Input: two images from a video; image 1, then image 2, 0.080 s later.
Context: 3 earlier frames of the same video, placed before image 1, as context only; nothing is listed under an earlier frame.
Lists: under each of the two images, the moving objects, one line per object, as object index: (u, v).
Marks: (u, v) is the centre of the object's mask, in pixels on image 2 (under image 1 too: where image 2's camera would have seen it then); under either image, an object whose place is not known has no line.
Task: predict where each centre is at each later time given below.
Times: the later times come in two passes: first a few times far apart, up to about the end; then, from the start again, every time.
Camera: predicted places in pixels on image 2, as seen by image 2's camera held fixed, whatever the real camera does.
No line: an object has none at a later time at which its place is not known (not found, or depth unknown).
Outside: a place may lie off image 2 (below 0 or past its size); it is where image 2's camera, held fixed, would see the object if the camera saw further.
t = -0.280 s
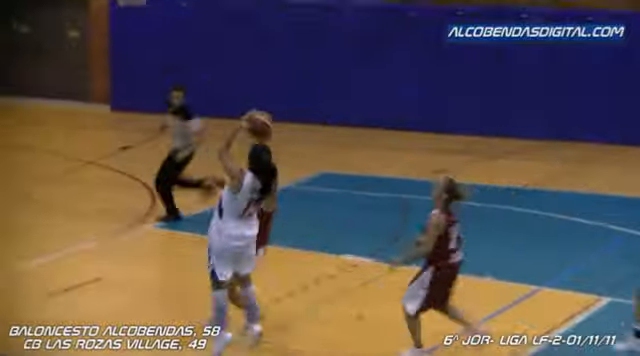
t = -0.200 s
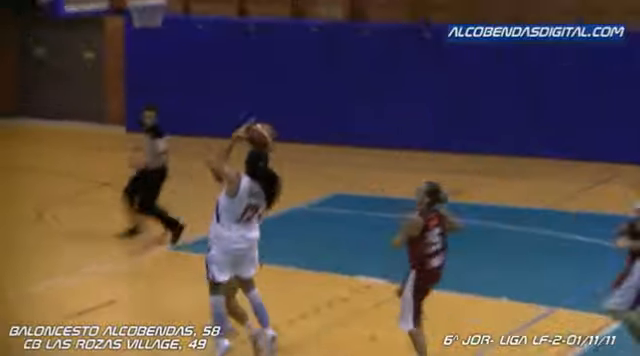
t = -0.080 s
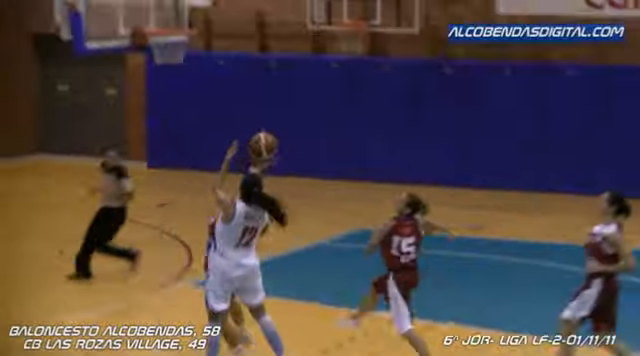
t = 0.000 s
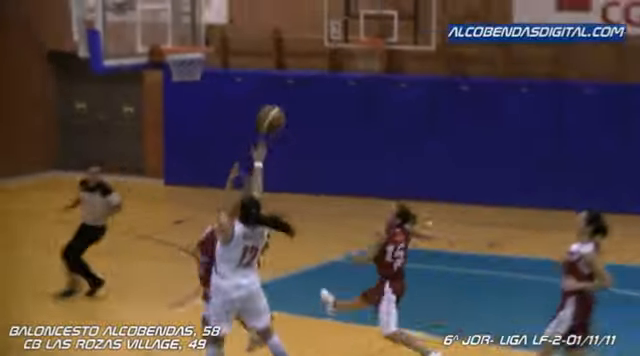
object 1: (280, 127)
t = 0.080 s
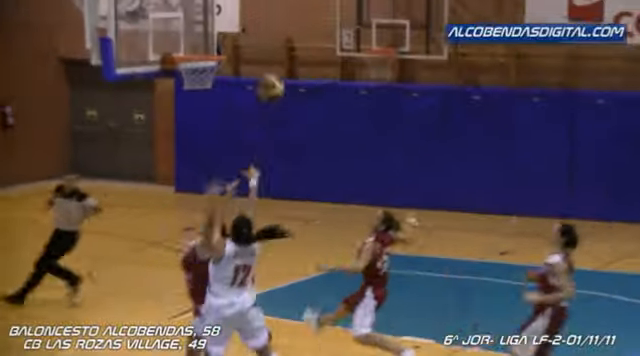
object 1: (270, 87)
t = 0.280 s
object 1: (245, 23)
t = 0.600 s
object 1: (216, 16)
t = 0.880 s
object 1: (205, 96)
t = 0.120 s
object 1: (267, 70)
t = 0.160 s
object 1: (263, 51)
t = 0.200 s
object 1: (255, 41)
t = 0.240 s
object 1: (251, 32)
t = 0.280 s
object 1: (245, 23)
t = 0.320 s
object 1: (241, 17)
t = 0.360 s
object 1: (236, 11)
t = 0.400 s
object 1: (232, 6)
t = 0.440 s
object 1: (228, 5)
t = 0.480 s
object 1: (224, 5)
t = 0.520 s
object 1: (221, 6)
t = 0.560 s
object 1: (217, 10)
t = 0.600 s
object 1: (216, 16)
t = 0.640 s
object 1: (208, 22)
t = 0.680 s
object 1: (203, 30)
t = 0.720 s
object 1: (199, 42)
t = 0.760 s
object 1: (191, 49)
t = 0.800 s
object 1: (197, 67)
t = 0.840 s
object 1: (201, 78)
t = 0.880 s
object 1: (205, 96)
